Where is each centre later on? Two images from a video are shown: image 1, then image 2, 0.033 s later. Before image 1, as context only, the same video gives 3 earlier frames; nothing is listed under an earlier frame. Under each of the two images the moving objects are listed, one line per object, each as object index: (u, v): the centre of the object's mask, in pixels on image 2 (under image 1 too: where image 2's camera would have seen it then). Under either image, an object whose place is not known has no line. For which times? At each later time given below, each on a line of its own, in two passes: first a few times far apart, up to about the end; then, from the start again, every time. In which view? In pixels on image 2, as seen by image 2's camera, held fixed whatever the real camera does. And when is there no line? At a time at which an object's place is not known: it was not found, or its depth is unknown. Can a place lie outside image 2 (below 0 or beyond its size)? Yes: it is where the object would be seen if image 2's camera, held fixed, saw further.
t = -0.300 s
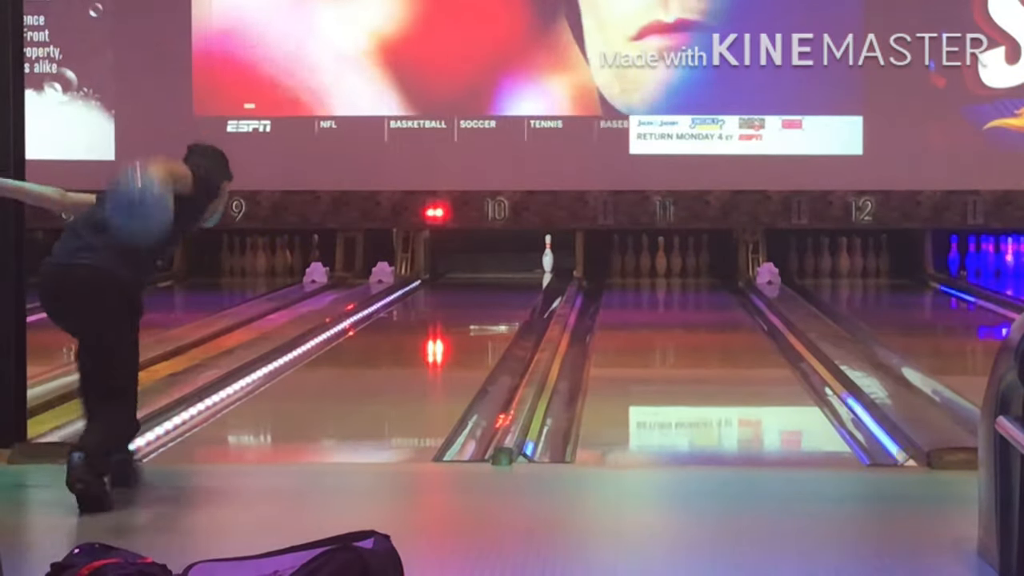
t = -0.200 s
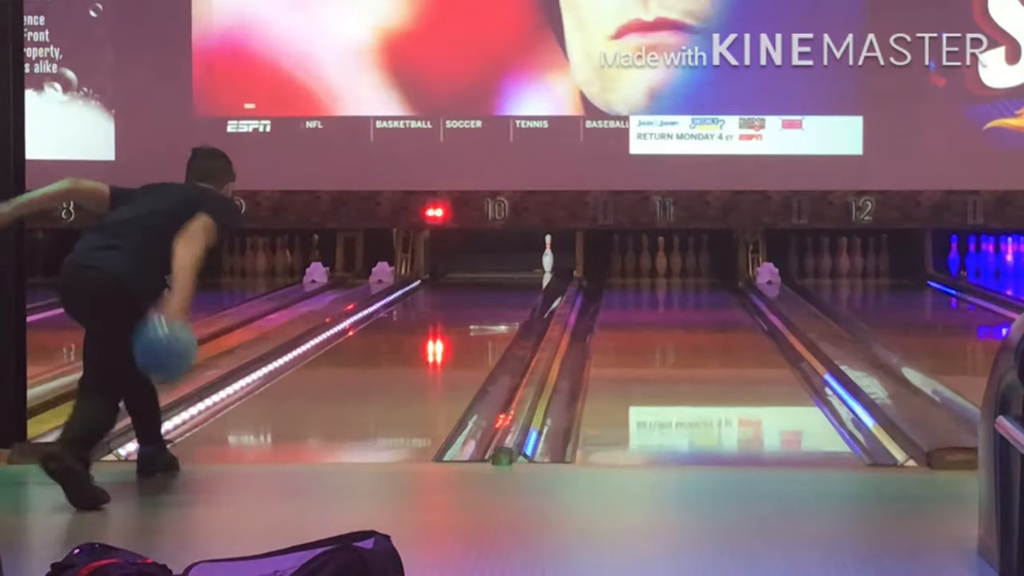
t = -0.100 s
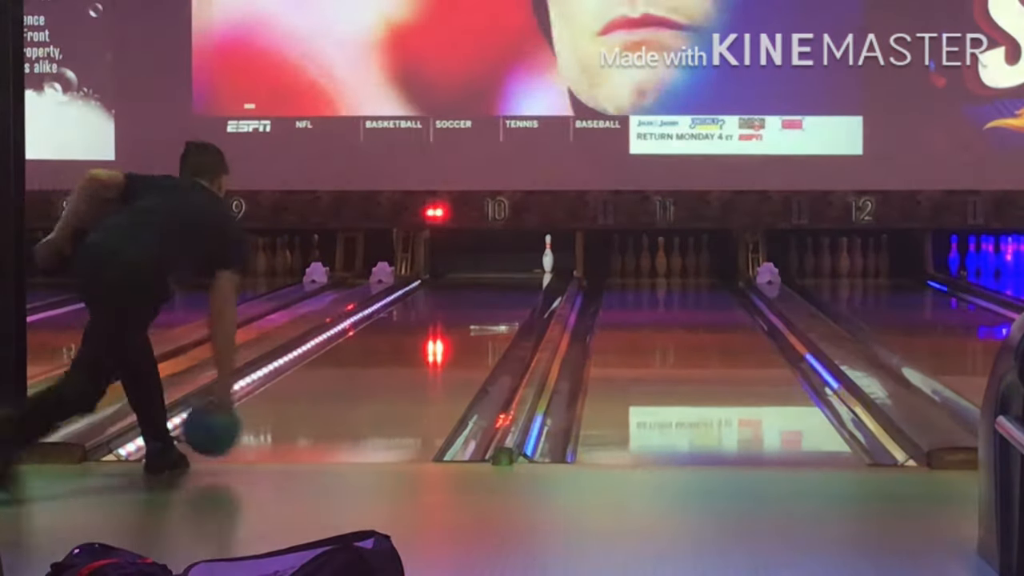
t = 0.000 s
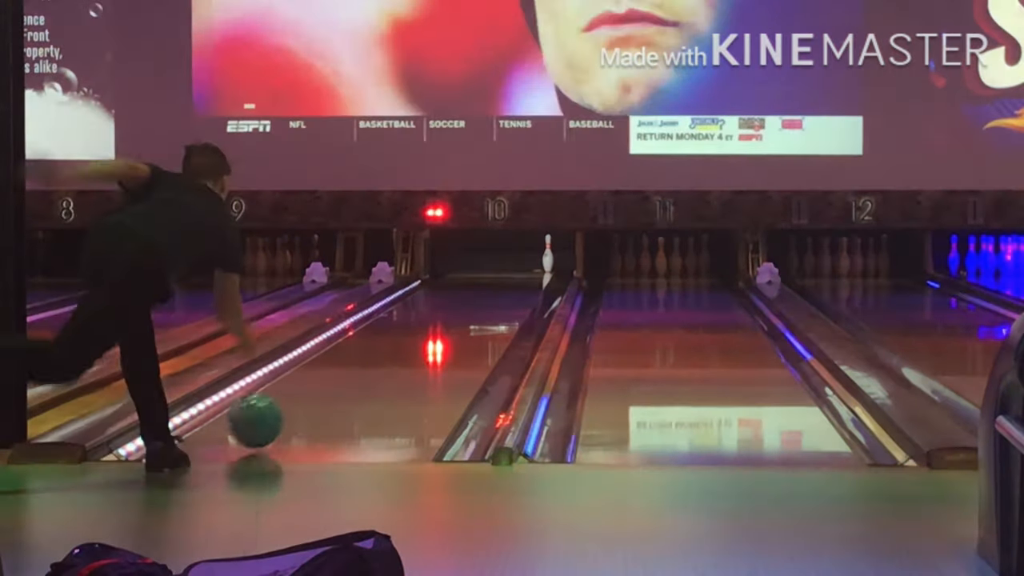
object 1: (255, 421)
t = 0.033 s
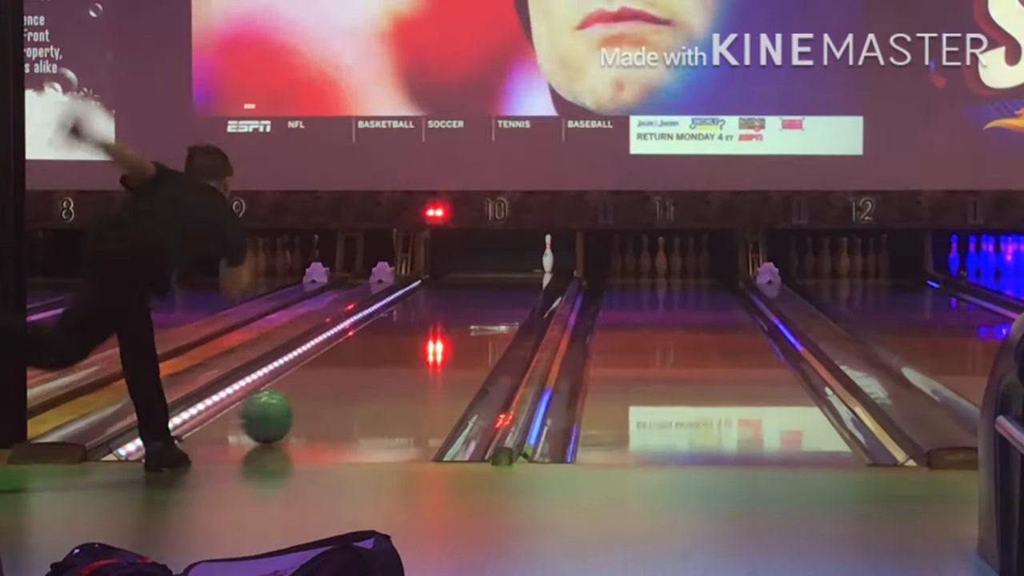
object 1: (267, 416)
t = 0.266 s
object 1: (333, 380)
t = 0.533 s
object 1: (387, 349)
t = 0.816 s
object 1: (430, 326)
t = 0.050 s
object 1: (272, 413)
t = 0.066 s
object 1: (277, 411)
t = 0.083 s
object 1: (283, 408)
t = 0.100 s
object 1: (288, 405)
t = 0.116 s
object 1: (293, 402)
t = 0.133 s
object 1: (297, 400)
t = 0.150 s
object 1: (303, 397)
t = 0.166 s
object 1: (307, 394)
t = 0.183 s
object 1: (312, 392)
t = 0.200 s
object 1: (316, 389)
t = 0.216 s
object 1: (320, 387)
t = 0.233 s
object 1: (324, 384)
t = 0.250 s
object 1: (329, 382)
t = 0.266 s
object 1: (333, 380)
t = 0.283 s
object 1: (337, 378)
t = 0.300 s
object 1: (341, 376)
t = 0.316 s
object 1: (345, 374)
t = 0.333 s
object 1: (349, 371)
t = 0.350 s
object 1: (352, 370)
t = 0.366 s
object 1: (356, 367)
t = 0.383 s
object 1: (359, 365)
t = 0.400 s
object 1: (363, 363)
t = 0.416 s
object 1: (366, 361)
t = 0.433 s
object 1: (369, 359)
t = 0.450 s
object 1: (373, 357)
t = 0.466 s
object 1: (376, 356)
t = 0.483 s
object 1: (378, 354)
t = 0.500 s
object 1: (382, 352)
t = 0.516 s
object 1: (385, 350)
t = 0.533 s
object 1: (387, 349)
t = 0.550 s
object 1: (391, 348)
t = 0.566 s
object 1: (394, 346)
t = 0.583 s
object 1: (397, 345)
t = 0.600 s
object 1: (399, 343)
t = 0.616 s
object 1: (402, 342)
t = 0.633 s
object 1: (404, 341)
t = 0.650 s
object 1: (407, 339)
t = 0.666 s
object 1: (409, 337)
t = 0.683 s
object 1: (411, 335)
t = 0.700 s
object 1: (414, 334)
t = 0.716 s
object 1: (416, 333)
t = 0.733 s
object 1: (418, 331)
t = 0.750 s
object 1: (421, 330)
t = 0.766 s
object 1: (424, 328)
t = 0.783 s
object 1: (426, 327)
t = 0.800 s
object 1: (428, 326)
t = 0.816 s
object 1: (430, 326)
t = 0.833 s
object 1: (433, 325)
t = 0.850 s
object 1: (435, 324)
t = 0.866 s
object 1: (438, 322)
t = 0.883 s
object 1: (439, 321)
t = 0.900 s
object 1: (442, 319)
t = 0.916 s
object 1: (444, 318)
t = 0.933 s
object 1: (445, 317)
